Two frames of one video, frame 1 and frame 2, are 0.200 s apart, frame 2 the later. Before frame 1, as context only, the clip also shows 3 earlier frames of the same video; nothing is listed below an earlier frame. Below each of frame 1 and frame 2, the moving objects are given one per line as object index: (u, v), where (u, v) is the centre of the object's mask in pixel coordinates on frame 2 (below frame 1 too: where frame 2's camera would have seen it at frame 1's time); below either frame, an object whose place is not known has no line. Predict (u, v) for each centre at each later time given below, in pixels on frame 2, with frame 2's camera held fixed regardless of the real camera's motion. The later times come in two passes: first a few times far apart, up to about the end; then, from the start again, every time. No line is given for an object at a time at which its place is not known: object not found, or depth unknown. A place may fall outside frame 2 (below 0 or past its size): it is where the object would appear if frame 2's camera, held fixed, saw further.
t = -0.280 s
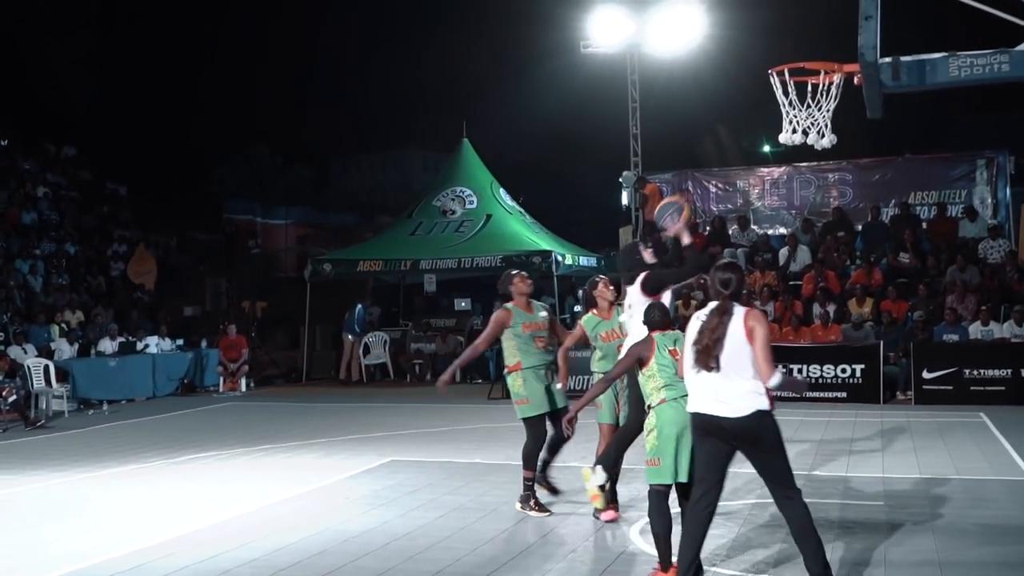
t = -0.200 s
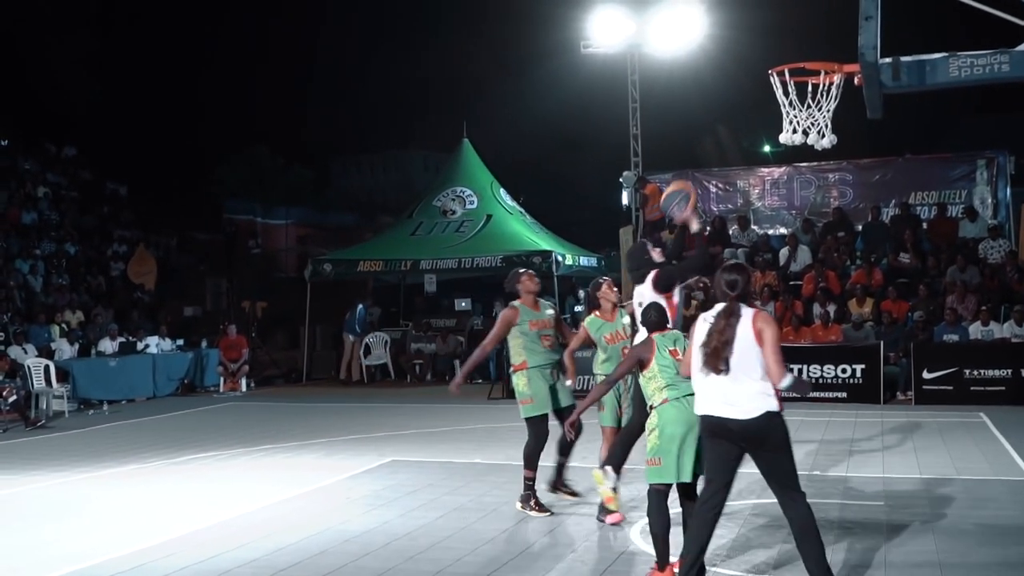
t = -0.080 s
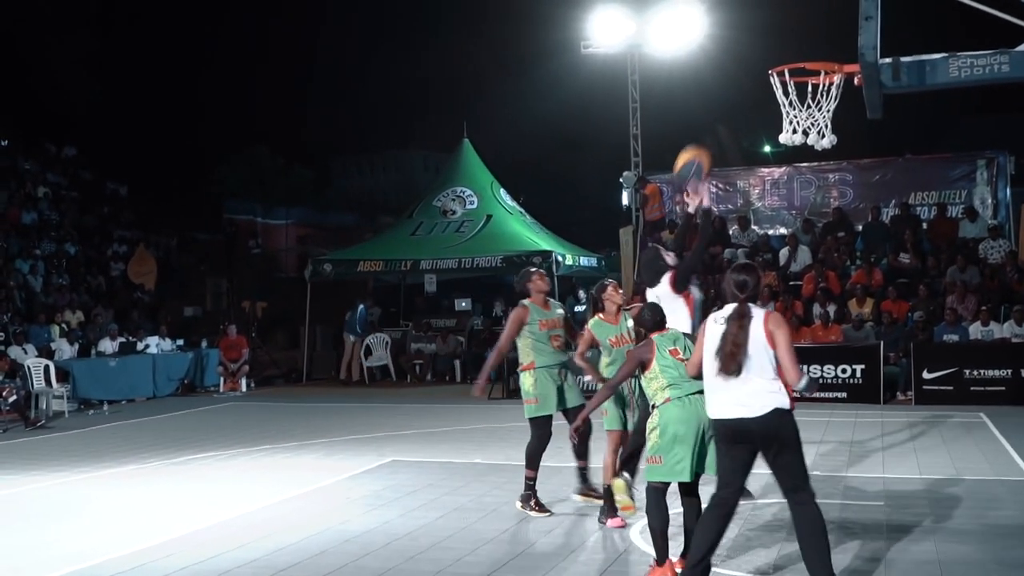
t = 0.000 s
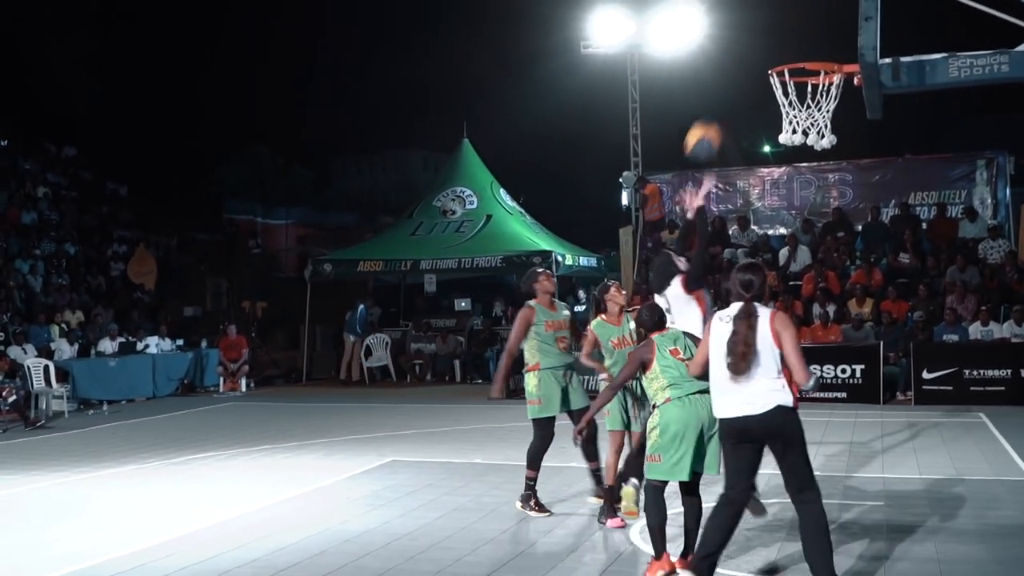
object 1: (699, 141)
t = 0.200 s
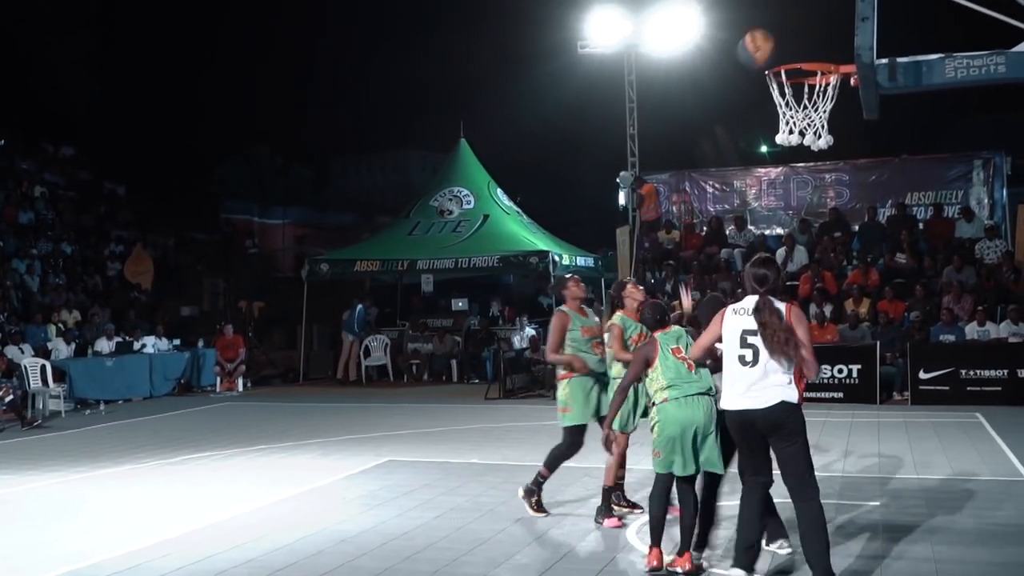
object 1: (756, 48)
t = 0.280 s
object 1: (779, 29)
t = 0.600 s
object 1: (829, 45)
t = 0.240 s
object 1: (768, 36)
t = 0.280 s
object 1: (779, 29)
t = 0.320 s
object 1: (790, 23)
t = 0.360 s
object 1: (802, 19)
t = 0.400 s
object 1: (813, 17)
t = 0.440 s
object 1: (825, 18)
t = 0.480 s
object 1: (836, 20)
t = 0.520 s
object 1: (842, 25)
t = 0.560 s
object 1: (838, 34)
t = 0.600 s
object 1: (829, 45)
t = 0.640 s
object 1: (821, 53)
